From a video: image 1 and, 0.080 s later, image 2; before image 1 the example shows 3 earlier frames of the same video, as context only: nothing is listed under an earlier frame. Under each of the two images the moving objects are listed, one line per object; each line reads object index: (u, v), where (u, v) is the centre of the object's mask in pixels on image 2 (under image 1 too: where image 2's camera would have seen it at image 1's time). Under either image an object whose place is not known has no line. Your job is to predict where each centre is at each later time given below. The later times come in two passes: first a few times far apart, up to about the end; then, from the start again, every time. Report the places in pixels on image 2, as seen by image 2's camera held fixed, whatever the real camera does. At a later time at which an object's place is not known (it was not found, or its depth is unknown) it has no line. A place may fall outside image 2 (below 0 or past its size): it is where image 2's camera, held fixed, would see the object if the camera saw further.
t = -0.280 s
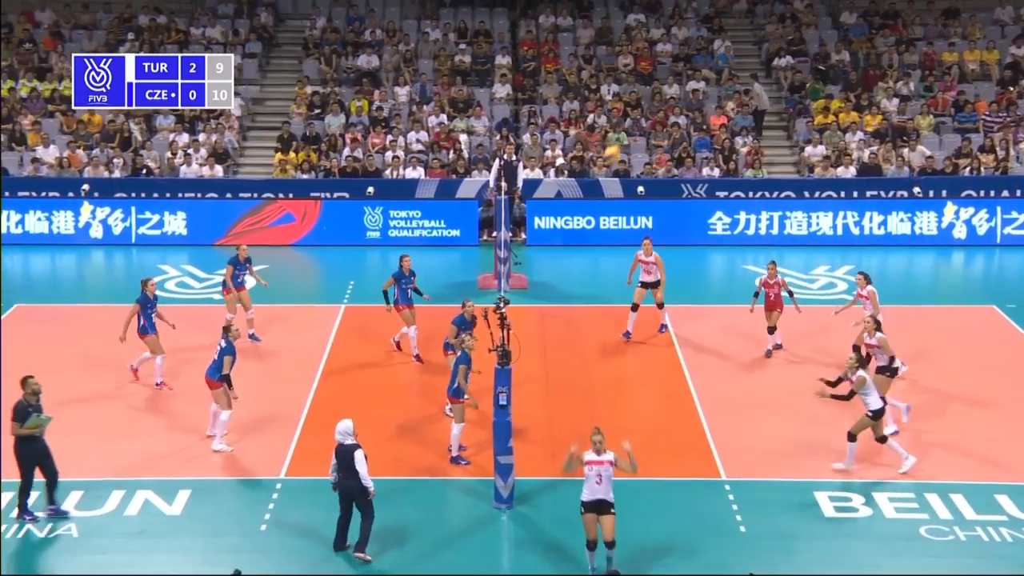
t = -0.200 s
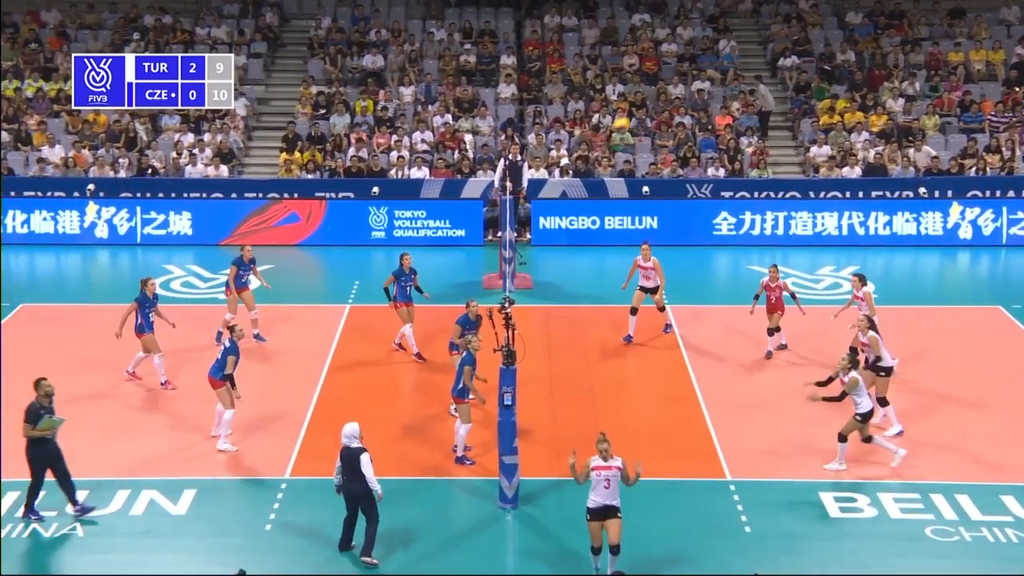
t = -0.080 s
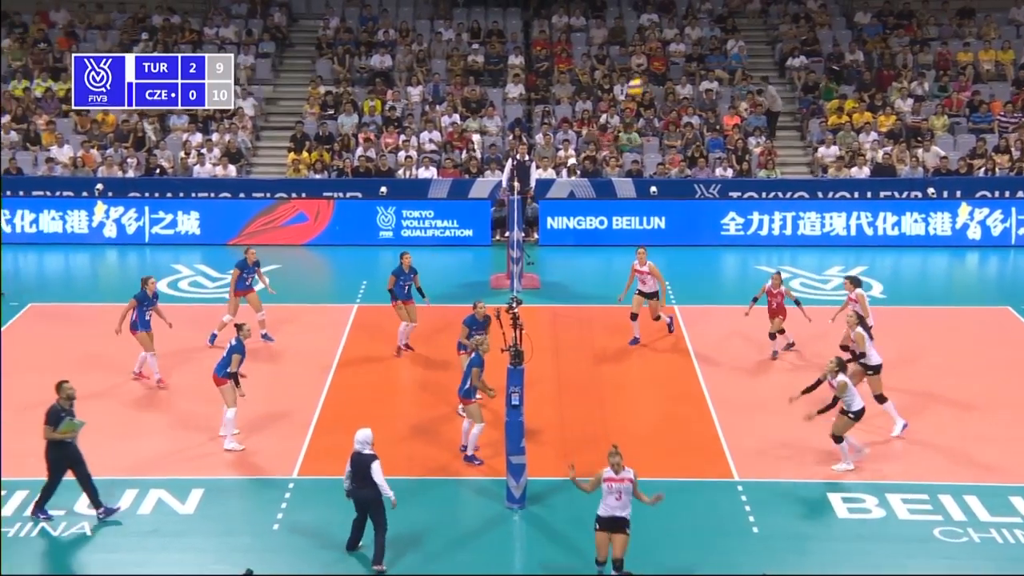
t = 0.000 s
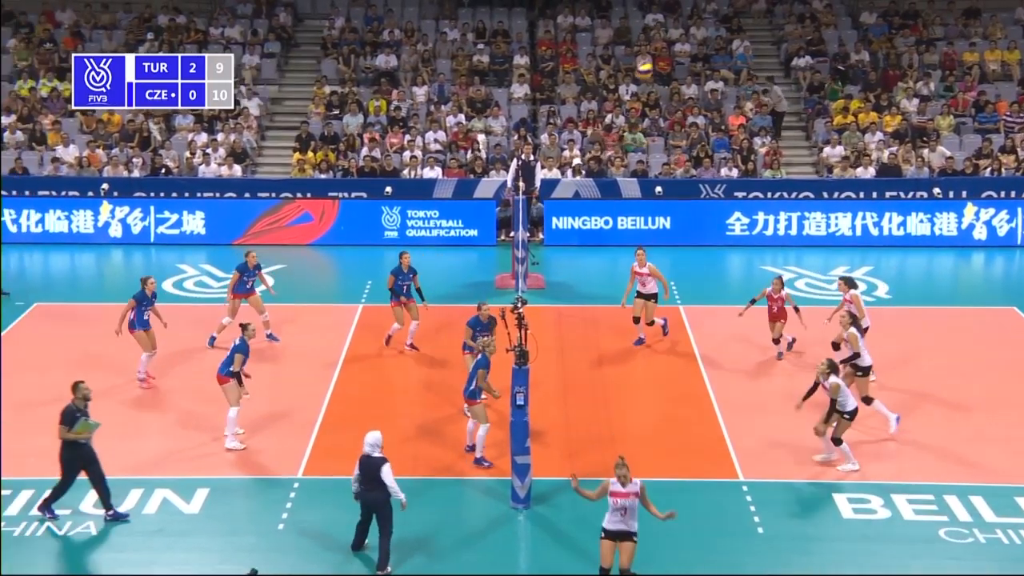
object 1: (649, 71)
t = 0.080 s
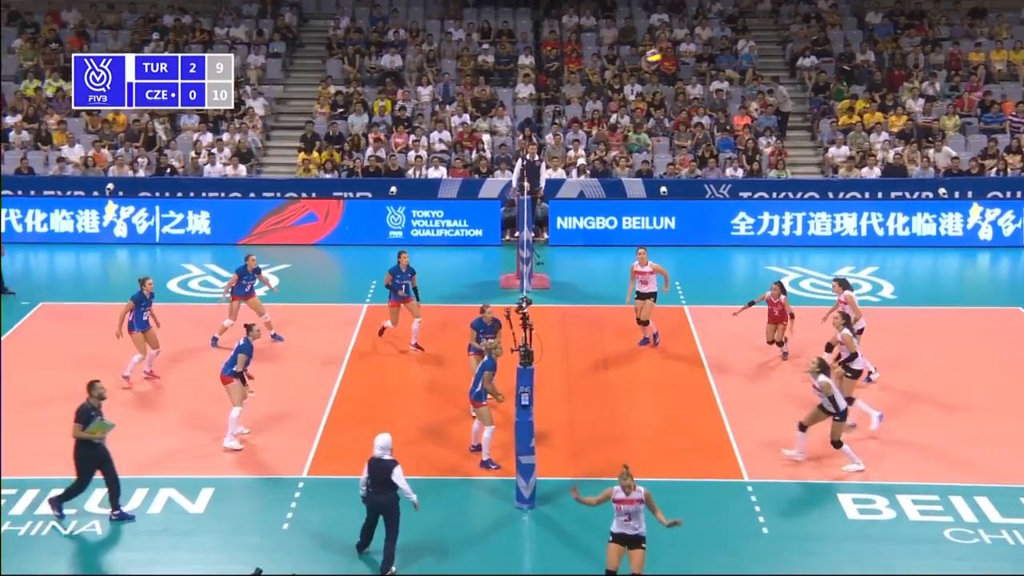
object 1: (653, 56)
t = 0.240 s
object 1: (660, 49)
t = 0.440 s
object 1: (669, 66)
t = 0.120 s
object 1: (655, 53)
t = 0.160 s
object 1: (657, 50)
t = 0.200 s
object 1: (659, 49)
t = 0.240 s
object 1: (660, 49)
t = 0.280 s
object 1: (662, 50)
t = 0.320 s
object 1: (663, 50)
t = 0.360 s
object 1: (665, 53)
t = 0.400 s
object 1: (667, 59)
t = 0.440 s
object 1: (669, 66)
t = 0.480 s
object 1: (670, 73)
